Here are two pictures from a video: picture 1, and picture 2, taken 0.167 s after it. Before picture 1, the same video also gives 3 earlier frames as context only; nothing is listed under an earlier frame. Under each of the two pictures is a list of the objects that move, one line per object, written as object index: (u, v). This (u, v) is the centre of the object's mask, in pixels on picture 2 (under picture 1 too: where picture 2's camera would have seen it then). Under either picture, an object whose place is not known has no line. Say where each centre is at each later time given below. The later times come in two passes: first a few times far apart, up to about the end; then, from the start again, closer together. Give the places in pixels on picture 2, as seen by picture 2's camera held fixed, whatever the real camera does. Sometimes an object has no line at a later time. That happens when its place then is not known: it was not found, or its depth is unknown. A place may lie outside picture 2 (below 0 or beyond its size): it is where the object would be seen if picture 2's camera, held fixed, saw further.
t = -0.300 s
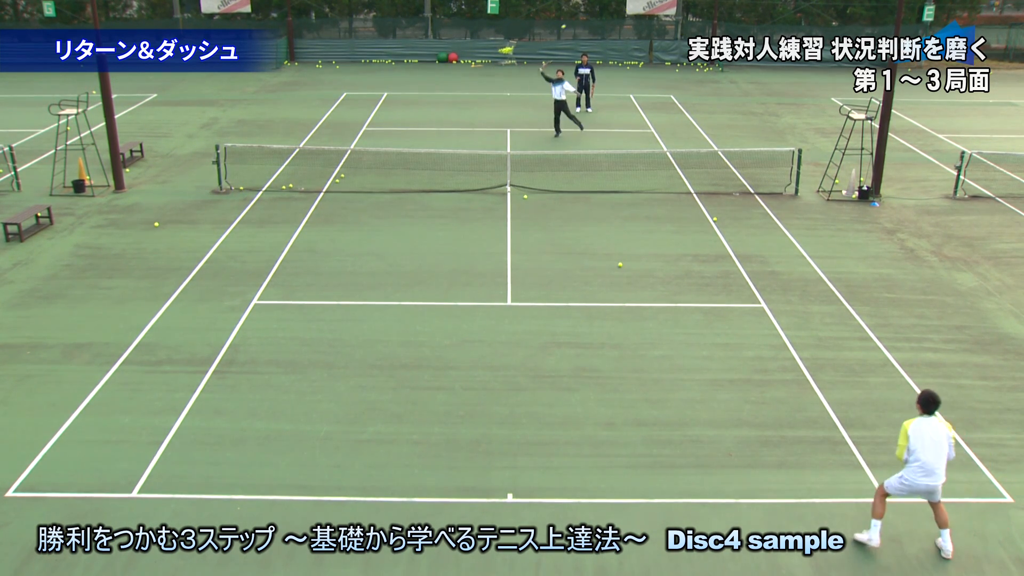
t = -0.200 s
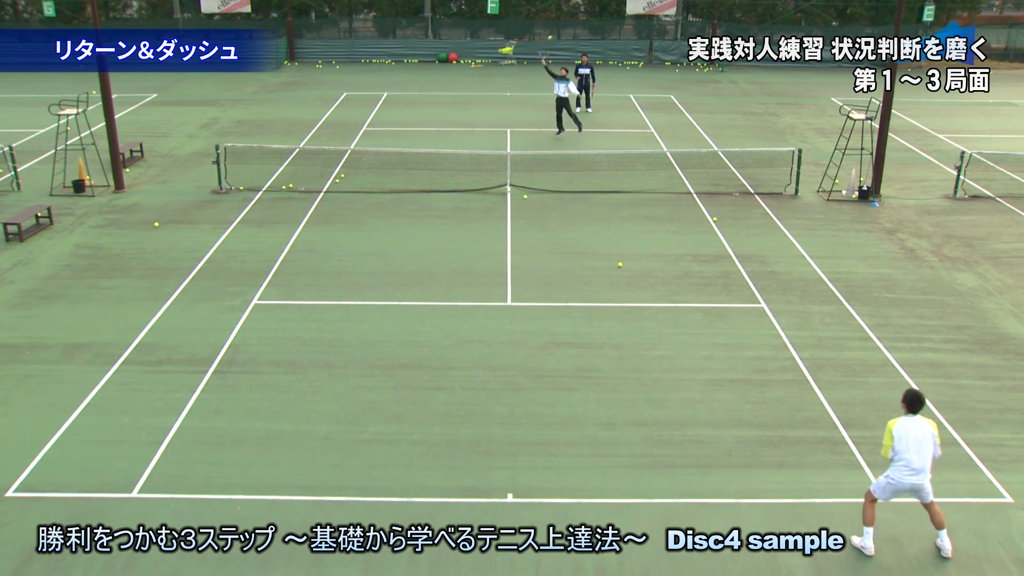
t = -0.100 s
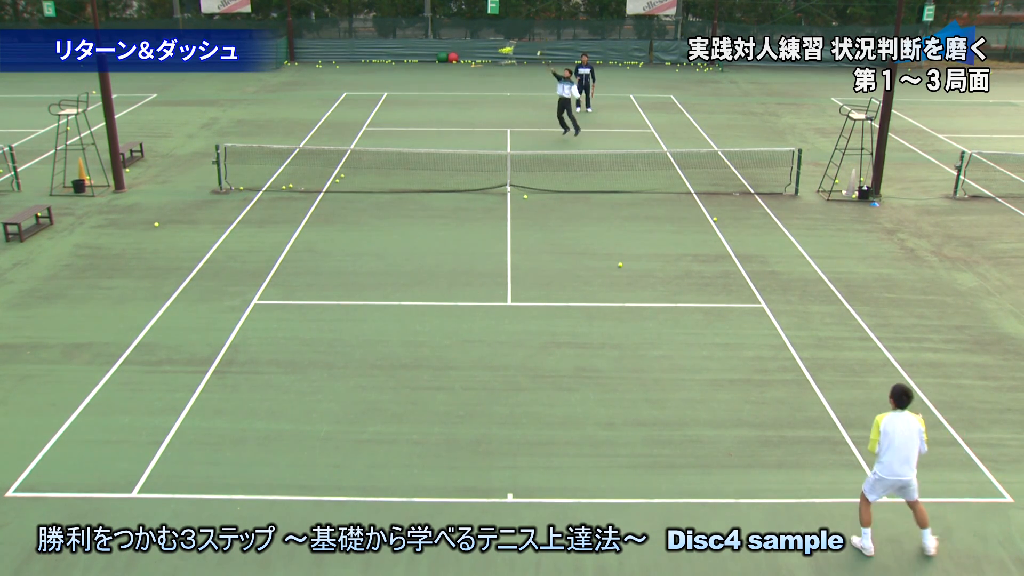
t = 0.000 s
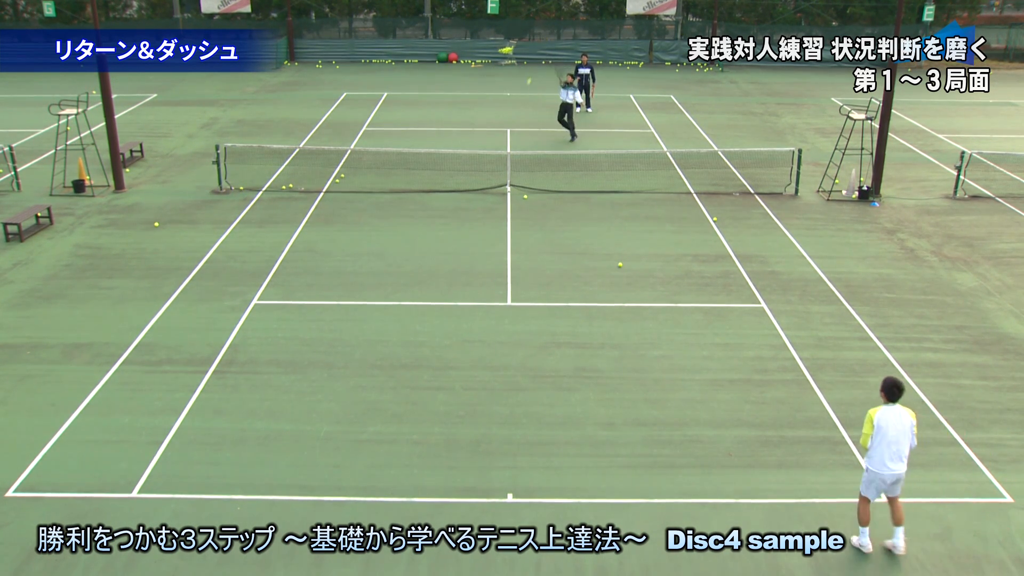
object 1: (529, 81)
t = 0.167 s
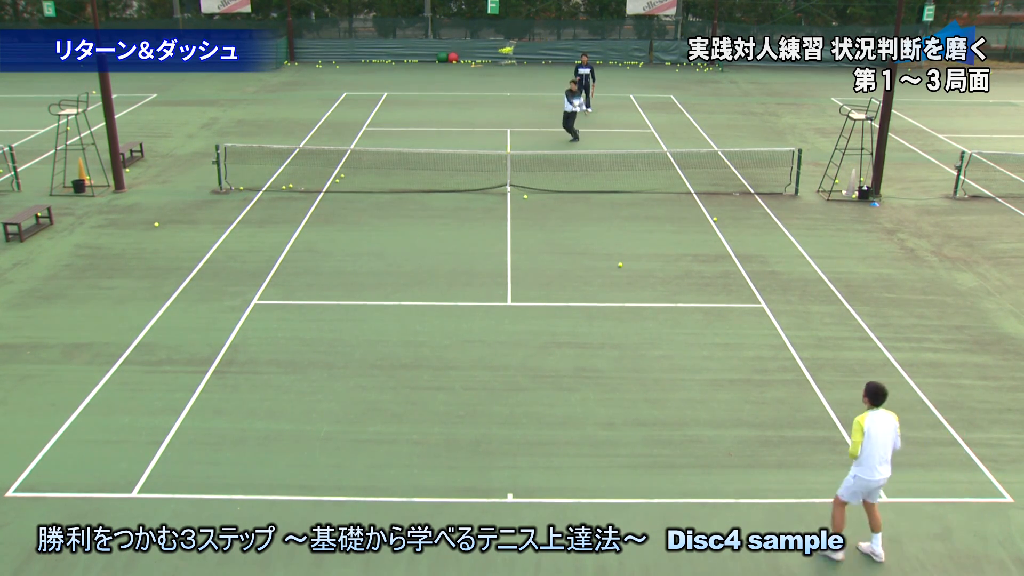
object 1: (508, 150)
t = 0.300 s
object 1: (487, 228)
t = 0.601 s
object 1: (437, 329)
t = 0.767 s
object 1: (402, 376)
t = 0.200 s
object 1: (503, 166)
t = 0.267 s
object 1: (493, 205)
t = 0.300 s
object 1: (487, 228)
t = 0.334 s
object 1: (481, 252)
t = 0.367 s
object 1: (475, 279)
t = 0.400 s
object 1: (467, 310)
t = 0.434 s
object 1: (463, 315)
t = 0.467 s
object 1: (458, 316)
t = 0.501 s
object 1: (453, 318)
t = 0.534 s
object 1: (448, 321)
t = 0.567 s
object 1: (443, 325)
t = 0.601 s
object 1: (437, 329)
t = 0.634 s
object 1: (430, 336)
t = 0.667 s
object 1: (424, 343)
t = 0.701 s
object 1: (417, 353)
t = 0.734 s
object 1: (410, 363)
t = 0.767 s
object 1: (402, 376)
